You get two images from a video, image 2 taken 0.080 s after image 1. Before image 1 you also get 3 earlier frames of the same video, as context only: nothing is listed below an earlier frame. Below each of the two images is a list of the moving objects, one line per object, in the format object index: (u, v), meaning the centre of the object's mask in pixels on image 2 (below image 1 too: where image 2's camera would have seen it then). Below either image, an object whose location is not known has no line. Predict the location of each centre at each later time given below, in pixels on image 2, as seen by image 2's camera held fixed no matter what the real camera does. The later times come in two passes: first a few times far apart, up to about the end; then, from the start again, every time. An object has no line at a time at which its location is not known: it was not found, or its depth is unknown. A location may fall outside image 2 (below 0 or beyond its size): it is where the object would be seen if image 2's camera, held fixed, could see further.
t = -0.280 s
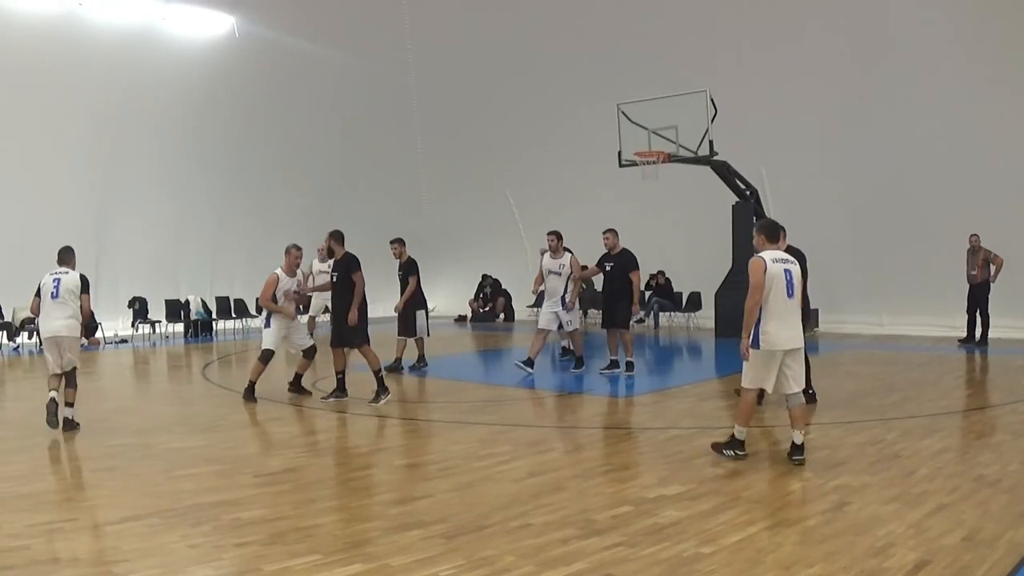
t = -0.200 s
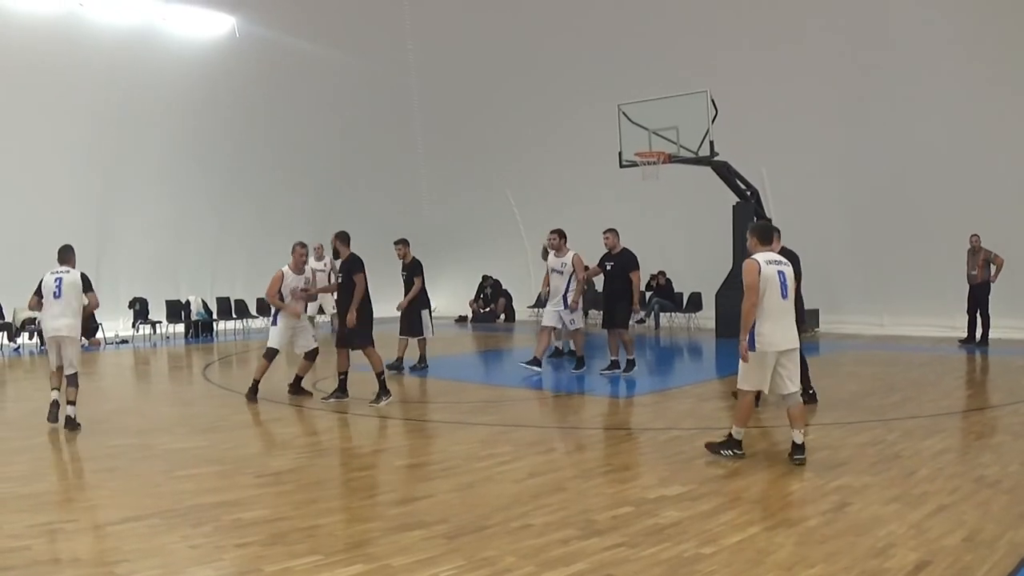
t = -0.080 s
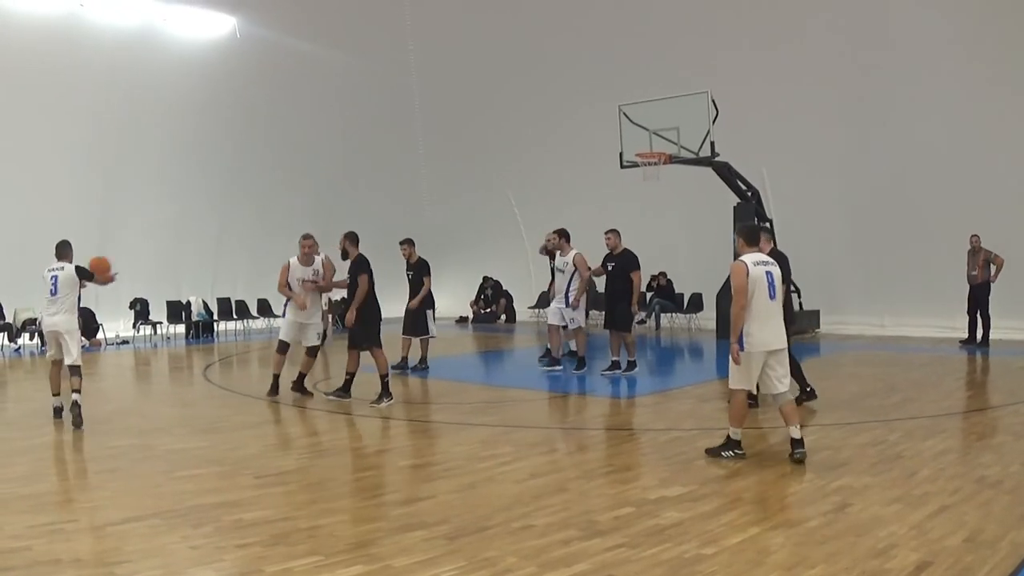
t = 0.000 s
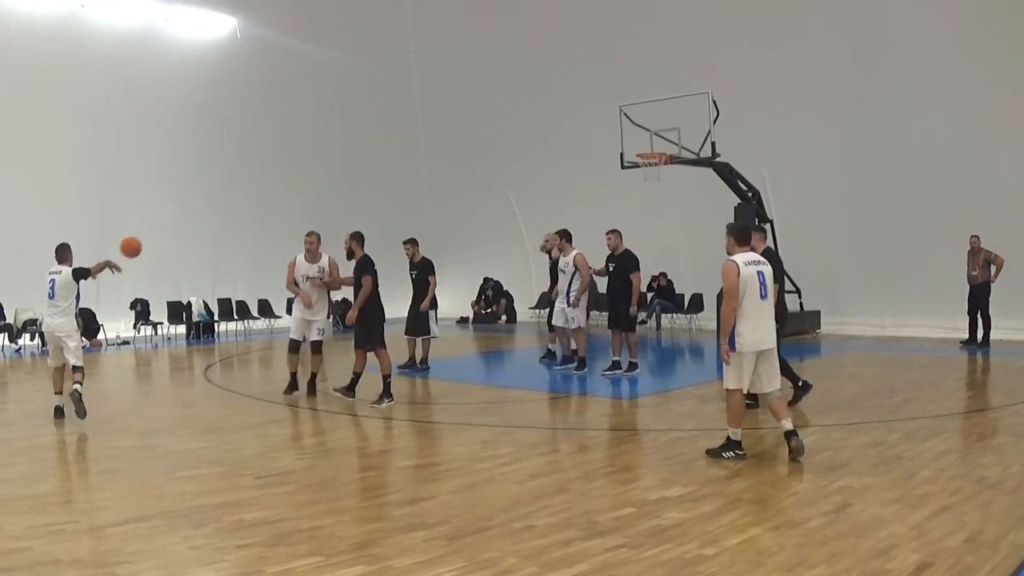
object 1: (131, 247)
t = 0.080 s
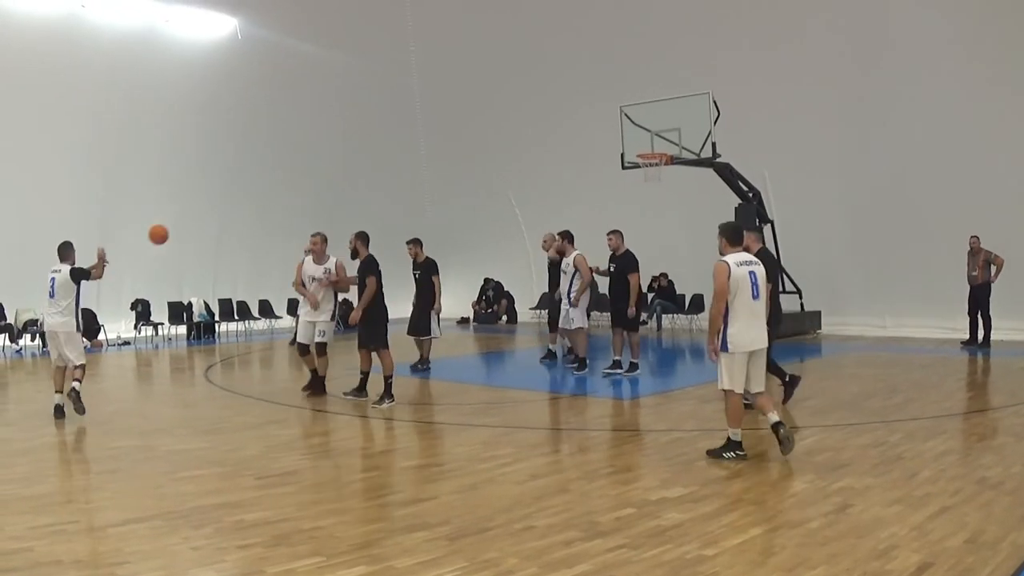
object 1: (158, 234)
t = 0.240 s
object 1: (203, 225)
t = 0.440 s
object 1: (245, 236)
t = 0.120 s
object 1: (170, 229)
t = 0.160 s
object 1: (182, 227)
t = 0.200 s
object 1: (192, 225)
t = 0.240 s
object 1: (203, 225)
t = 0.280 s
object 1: (212, 225)
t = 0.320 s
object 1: (221, 227)
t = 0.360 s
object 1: (229, 229)
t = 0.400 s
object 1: (237, 232)
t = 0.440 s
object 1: (245, 236)
